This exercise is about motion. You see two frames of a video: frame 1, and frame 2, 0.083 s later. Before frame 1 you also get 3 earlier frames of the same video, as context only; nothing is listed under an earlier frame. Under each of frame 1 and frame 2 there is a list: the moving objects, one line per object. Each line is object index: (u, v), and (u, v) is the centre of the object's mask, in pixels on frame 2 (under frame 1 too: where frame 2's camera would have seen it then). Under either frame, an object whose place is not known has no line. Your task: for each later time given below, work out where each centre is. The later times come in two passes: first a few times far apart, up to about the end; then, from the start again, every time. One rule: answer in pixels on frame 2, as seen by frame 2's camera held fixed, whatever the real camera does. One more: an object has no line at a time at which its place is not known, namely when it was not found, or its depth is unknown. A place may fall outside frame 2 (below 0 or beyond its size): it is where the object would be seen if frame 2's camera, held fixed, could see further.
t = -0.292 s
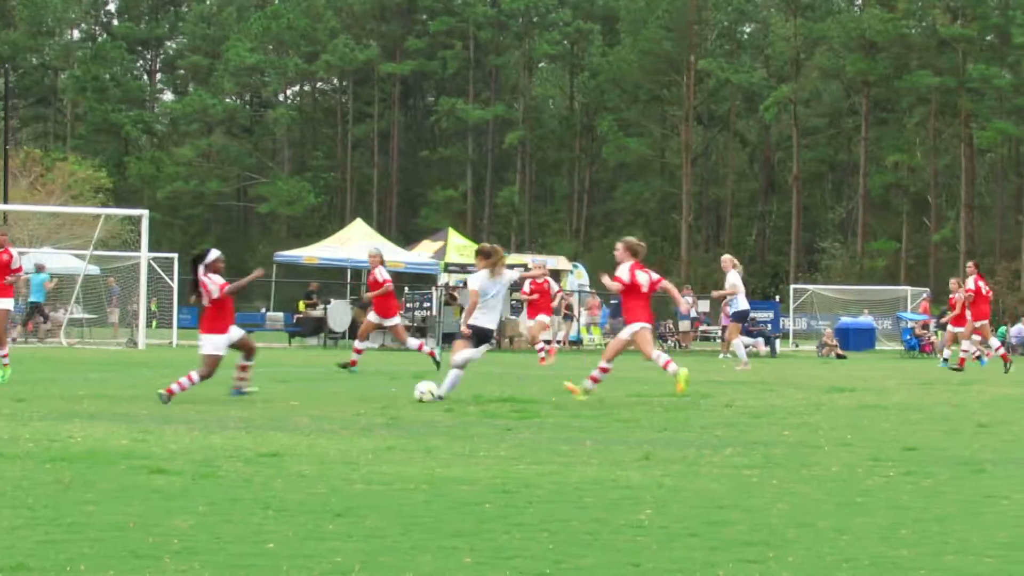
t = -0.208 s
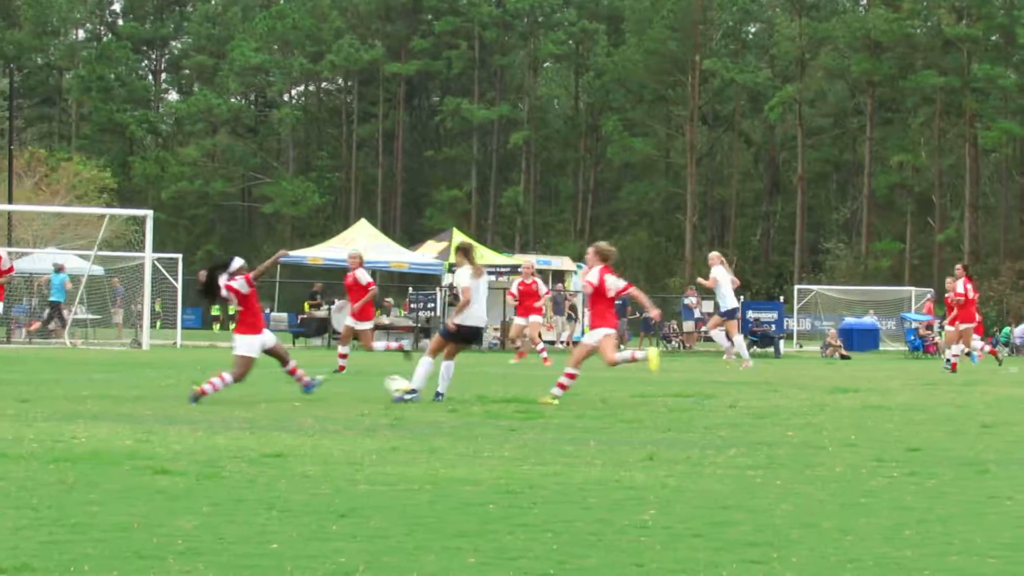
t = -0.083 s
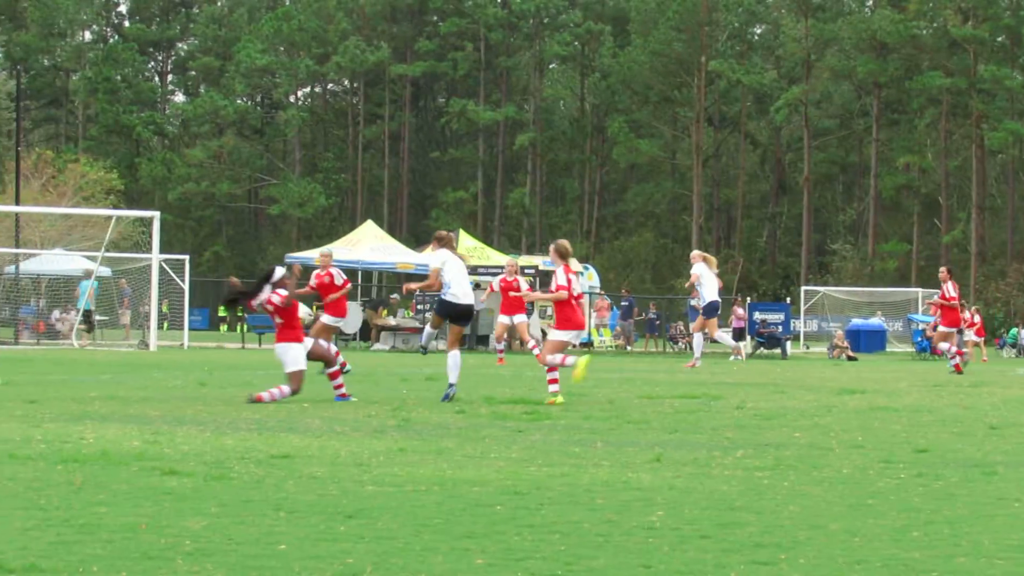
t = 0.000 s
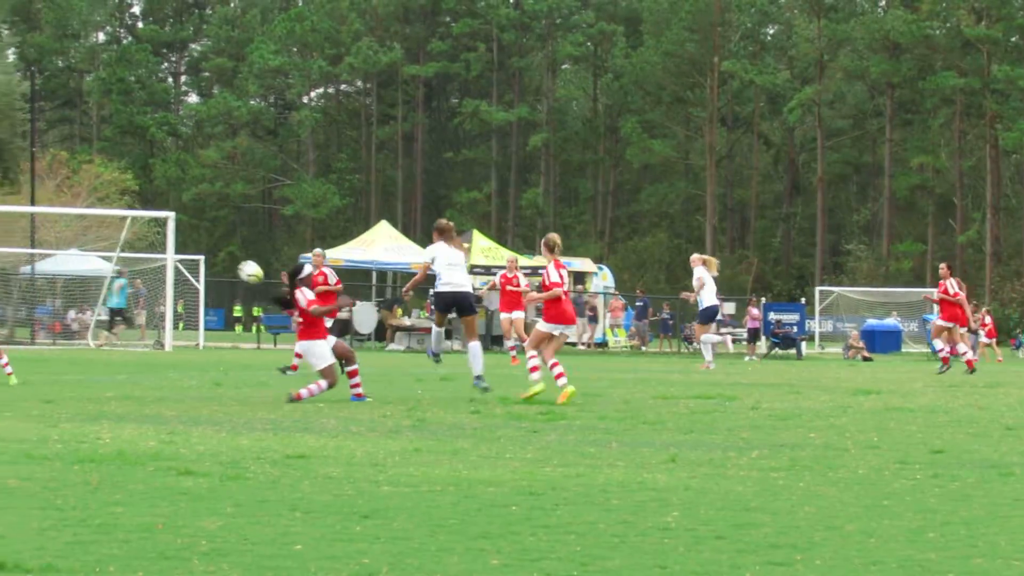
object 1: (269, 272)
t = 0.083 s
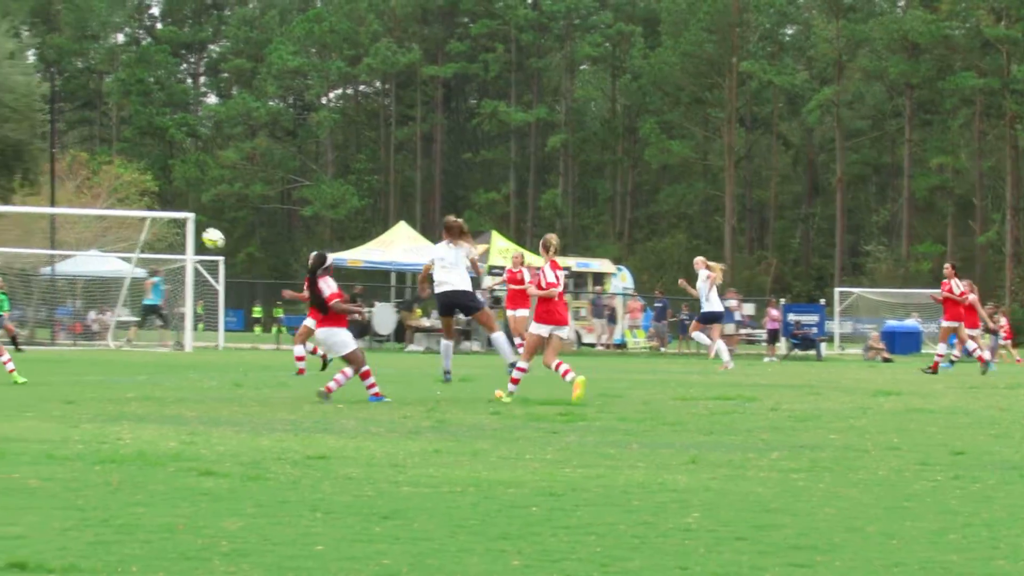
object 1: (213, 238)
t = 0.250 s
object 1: (117, 188)
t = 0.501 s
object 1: (-10, 153)
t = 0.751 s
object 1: (-114, 153)
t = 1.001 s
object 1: (-204, 181)
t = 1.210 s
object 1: (-270, 223)
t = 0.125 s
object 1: (187, 224)
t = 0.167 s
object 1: (163, 210)
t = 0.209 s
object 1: (140, 198)
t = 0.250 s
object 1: (117, 188)
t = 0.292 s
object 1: (94, 179)
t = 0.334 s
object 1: (72, 172)
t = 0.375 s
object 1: (51, 166)
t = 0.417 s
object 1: (29, 161)
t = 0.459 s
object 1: (9, 156)
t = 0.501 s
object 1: (-10, 153)
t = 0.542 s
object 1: (-28, 150)
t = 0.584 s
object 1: (-46, 149)
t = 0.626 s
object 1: (-64, 149)
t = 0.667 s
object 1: (-81, 149)
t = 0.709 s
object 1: (-97, 151)
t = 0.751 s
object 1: (-114, 153)
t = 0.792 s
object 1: (-130, 156)
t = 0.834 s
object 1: (-146, 160)
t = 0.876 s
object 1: (-161, 164)
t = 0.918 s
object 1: (-175, 169)
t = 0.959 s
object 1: (-190, 175)
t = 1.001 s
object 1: (-204, 181)
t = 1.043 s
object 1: (-218, 188)
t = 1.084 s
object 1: (-231, 197)
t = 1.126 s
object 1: (-244, 205)
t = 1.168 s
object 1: (-257, 214)
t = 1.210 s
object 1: (-270, 223)
